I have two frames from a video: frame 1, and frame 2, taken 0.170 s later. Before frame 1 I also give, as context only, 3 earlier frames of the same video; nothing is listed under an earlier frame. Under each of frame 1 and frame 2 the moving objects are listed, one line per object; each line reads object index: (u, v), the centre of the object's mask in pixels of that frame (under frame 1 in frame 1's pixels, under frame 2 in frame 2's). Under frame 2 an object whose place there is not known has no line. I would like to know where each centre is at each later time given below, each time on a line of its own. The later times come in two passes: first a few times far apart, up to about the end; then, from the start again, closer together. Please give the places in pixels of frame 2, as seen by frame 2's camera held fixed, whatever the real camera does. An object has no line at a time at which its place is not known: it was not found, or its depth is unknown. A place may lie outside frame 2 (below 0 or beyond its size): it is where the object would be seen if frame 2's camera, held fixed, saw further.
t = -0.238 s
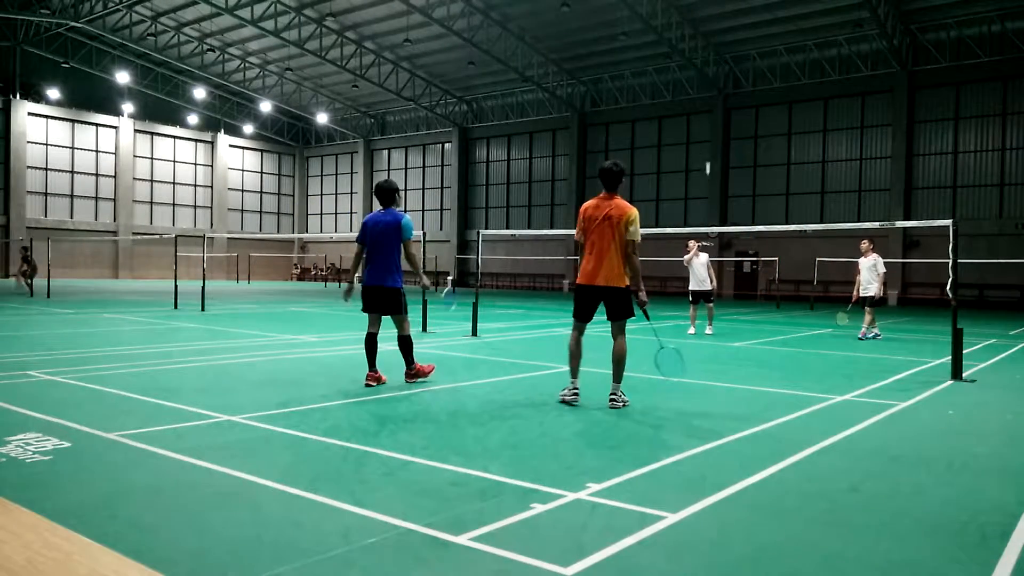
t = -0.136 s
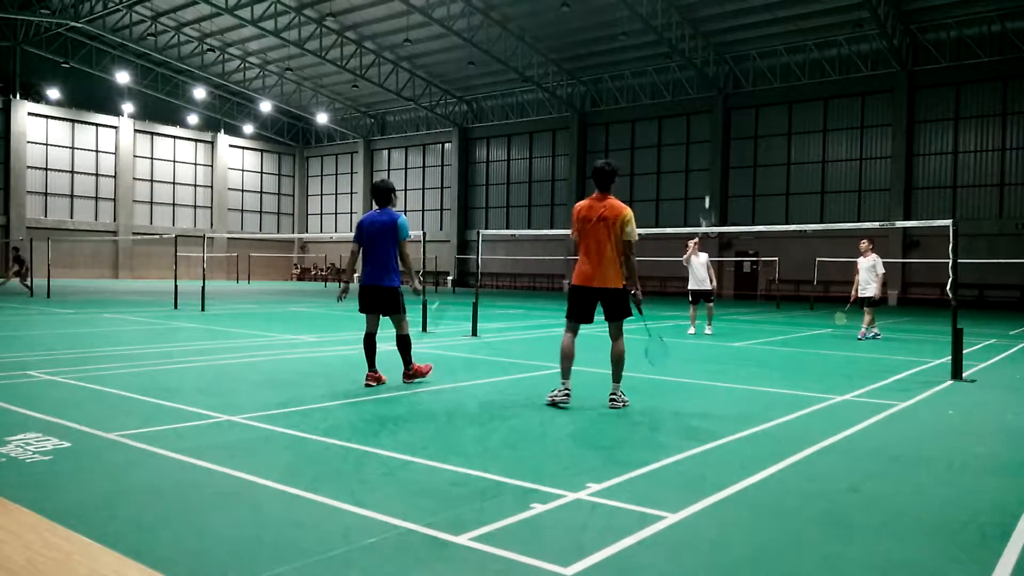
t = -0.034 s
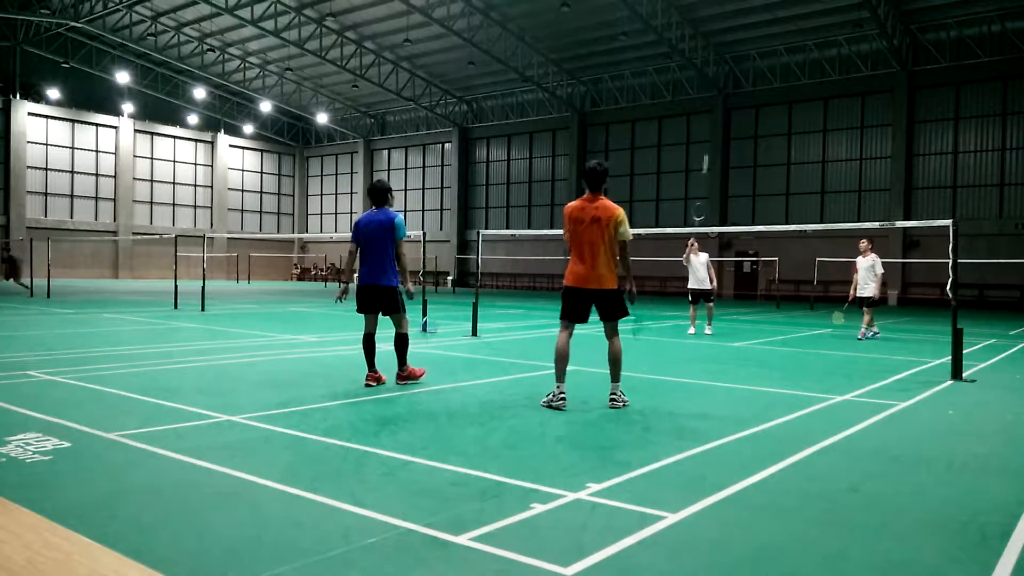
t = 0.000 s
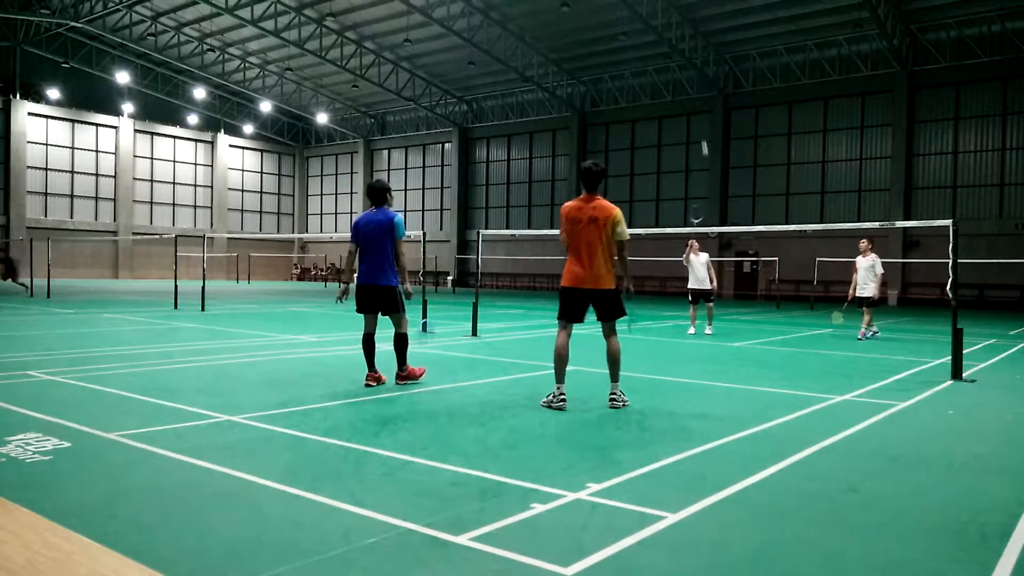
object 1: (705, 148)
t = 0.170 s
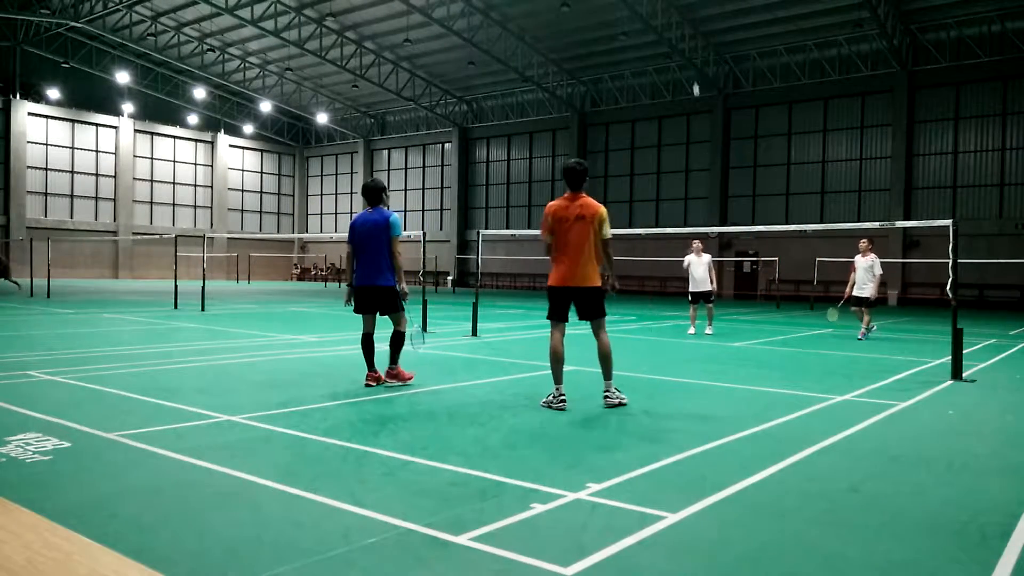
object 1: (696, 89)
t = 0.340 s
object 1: (689, 53)
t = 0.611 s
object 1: (674, 44)
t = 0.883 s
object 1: (654, 101)
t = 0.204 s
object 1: (695, 80)
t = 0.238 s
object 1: (693, 72)
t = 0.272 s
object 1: (692, 65)
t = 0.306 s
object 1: (690, 59)
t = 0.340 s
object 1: (689, 53)
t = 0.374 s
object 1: (687, 49)
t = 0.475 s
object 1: (682, 41)
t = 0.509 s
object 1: (680, 40)
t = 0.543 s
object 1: (678, 40)
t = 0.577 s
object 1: (676, 42)
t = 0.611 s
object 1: (674, 44)
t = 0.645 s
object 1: (672, 47)
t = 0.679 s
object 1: (669, 52)
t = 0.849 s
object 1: (657, 90)
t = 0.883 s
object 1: (654, 101)
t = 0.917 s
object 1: (651, 113)
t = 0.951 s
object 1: (648, 126)
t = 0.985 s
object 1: (646, 140)
